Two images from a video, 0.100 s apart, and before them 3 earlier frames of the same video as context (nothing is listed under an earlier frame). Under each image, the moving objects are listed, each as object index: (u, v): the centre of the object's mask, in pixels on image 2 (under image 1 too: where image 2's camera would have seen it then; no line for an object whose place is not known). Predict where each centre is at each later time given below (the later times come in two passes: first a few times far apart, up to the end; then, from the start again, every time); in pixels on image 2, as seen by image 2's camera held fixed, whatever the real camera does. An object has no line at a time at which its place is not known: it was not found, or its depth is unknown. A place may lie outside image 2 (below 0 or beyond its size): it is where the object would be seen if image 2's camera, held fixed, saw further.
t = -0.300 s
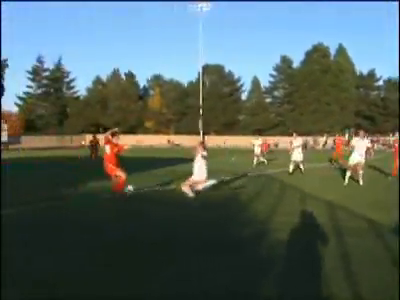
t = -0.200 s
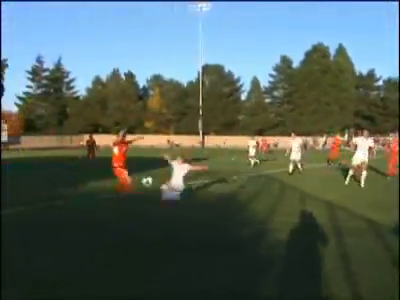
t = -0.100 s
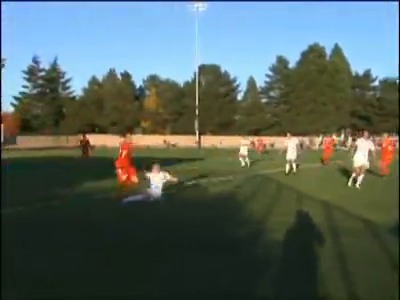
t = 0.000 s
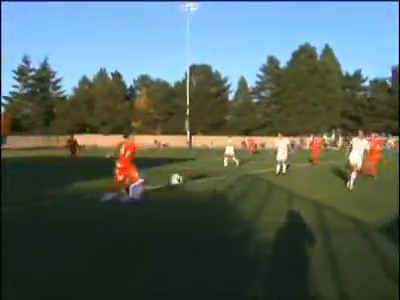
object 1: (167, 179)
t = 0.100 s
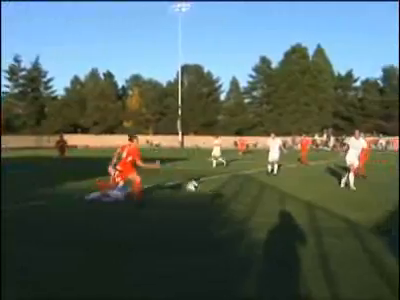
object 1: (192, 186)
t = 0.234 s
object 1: (228, 206)
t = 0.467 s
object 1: (274, 222)
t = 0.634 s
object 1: (302, 241)
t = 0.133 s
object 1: (200, 190)
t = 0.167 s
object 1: (209, 195)
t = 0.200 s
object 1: (219, 201)
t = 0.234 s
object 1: (228, 206)
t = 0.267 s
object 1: (239, 214)
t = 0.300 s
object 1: (249, 222)
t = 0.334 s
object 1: (255, 223)
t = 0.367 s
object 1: (260, 222)
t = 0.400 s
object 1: (265, 221)
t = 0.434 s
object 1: (269, 222)
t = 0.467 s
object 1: (274, 222)
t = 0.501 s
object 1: (279, 225)
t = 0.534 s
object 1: (285, 227)
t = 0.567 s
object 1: (290, 231)
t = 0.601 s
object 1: (297, 237)
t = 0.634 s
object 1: (302, 241)
